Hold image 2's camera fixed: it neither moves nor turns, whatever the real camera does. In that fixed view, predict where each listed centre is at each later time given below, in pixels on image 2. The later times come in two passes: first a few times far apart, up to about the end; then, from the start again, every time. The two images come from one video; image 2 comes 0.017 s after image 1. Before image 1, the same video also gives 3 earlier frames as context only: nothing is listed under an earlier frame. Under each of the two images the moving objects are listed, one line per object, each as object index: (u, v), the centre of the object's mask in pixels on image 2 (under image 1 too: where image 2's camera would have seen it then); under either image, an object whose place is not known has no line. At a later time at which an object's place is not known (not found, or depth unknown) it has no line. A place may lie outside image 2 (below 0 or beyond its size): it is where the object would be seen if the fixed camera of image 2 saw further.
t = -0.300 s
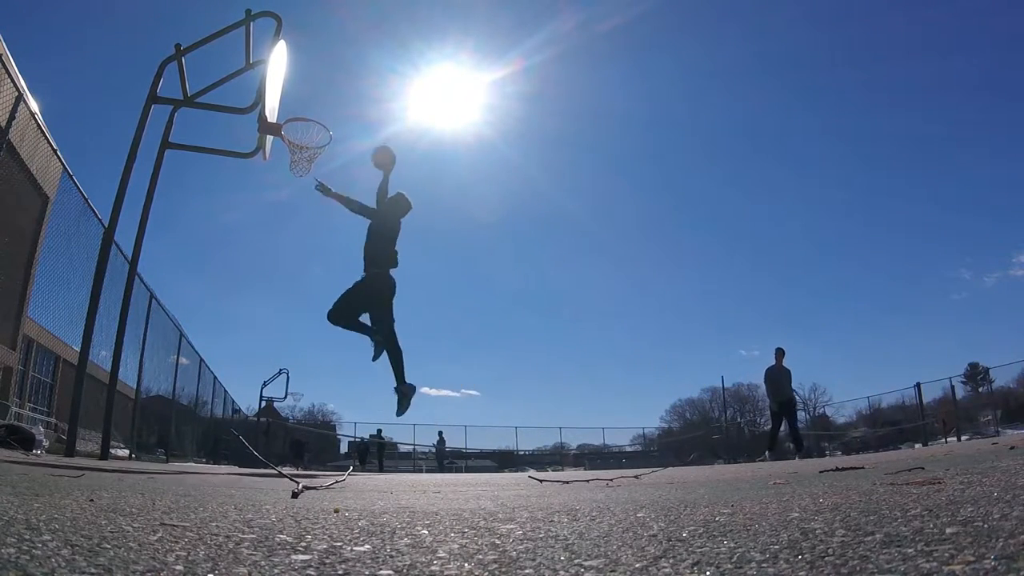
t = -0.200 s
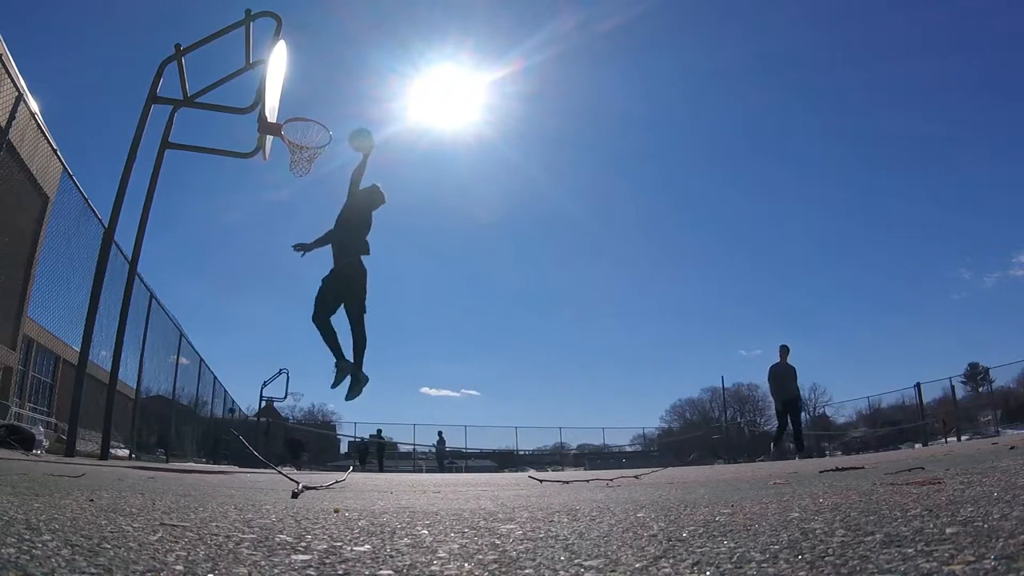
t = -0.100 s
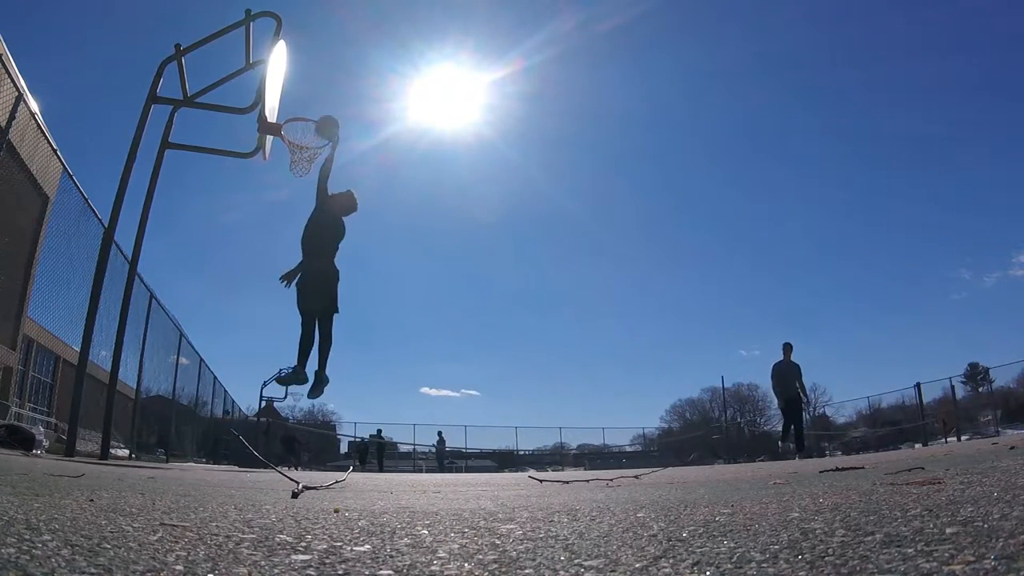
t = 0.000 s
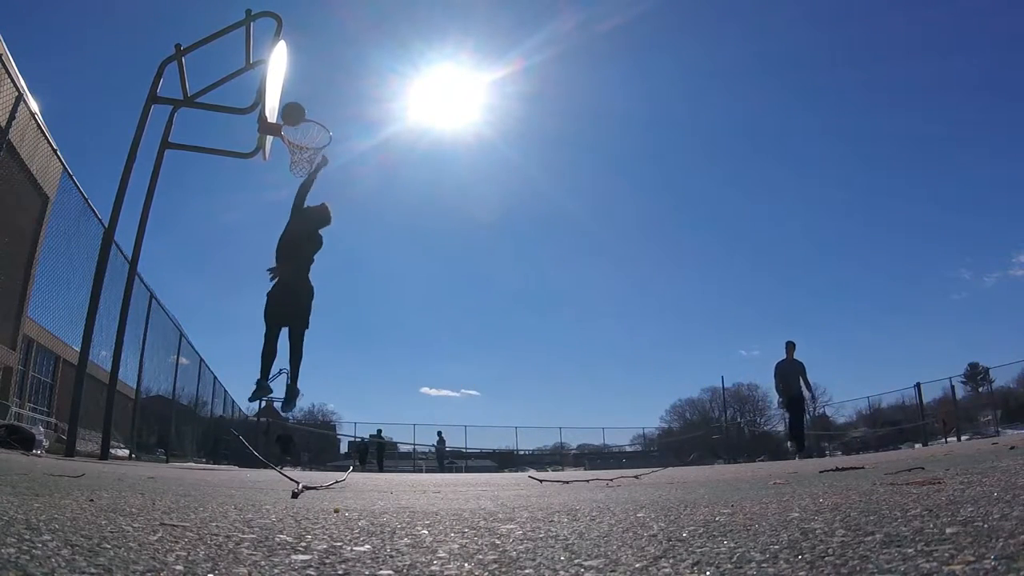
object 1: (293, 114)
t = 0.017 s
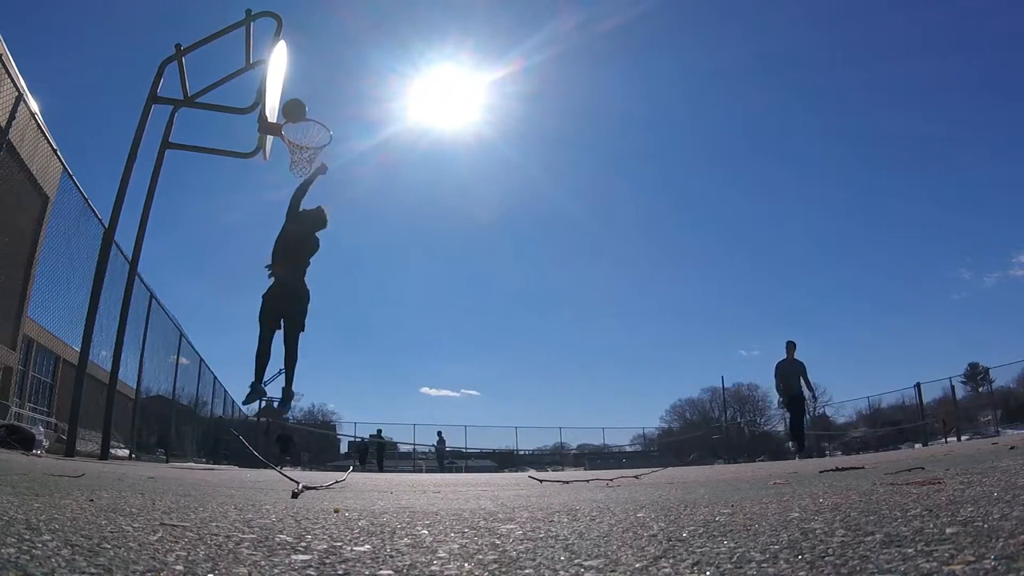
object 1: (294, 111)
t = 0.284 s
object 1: (310, 92)
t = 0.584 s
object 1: (316, 136)
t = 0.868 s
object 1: (312, 248)
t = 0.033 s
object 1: (295, 108)
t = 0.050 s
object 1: (297, 105)
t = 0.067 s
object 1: (298, 103)
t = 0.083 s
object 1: (299, 100)
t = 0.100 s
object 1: (300, 98)
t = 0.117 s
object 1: (301, 97)
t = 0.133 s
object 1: (302, 95)
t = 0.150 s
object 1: (304, 94)
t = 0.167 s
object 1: (305, 93)
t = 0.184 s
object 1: (306, 92)
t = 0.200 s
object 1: (307, 91)
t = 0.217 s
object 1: (307, 91)
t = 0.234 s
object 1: (308, 91)
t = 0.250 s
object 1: (309, 91)
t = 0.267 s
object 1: (309, 91)
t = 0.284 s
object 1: (310, 92)
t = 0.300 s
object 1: (310, 92)
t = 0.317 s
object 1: (311, 93)
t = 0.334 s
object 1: (312, 94)
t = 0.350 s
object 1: (312, 95)
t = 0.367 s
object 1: (313, 97)
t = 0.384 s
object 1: (313, 98)
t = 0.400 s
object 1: (313, 101)
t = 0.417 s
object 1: (314, 103)
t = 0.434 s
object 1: (314, 105)
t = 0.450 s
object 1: (314, 108)
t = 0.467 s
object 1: (314, 110)
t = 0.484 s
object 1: (314, 113)
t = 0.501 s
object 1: (315, 116)
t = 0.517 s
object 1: (315, 120)
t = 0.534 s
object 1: (315, 124)
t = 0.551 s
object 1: (316, 127)
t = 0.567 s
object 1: (314, 133)
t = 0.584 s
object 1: (316, 136)
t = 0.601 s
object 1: (315, 141)
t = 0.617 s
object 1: (315, 144)
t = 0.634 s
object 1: (316, 151)
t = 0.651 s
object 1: (318, 159)
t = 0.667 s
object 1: (316, 161)
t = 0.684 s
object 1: (316, 168)
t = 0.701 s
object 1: (316, 174)
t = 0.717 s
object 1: (315, 180)
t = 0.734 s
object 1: (315, 186)
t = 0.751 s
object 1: (314, 192)
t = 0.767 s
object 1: (314, 199)
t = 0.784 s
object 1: (314, 207)
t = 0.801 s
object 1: (313, 214)
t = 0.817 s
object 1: (313, 222)
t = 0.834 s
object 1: (313, 230)
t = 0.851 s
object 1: (313, 239)
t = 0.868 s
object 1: (312, 248)
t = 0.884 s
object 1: (312, 257)
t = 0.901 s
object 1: (312, 266)
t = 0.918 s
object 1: (312, 276)
